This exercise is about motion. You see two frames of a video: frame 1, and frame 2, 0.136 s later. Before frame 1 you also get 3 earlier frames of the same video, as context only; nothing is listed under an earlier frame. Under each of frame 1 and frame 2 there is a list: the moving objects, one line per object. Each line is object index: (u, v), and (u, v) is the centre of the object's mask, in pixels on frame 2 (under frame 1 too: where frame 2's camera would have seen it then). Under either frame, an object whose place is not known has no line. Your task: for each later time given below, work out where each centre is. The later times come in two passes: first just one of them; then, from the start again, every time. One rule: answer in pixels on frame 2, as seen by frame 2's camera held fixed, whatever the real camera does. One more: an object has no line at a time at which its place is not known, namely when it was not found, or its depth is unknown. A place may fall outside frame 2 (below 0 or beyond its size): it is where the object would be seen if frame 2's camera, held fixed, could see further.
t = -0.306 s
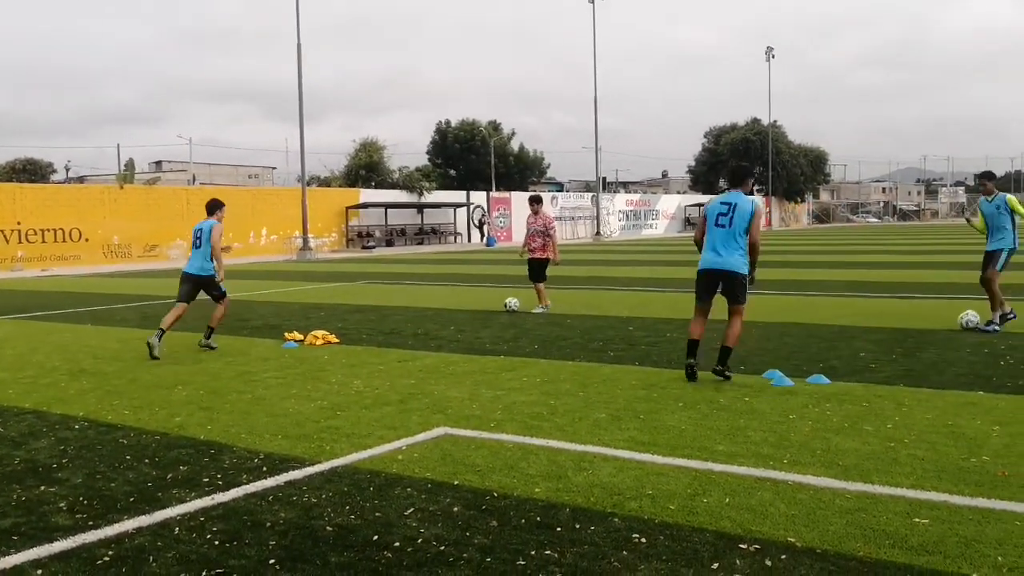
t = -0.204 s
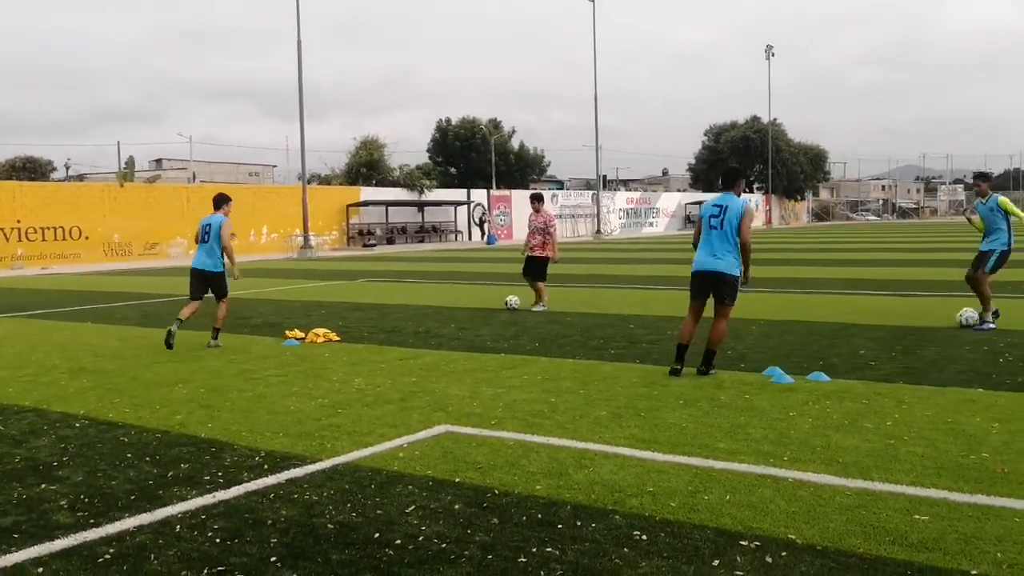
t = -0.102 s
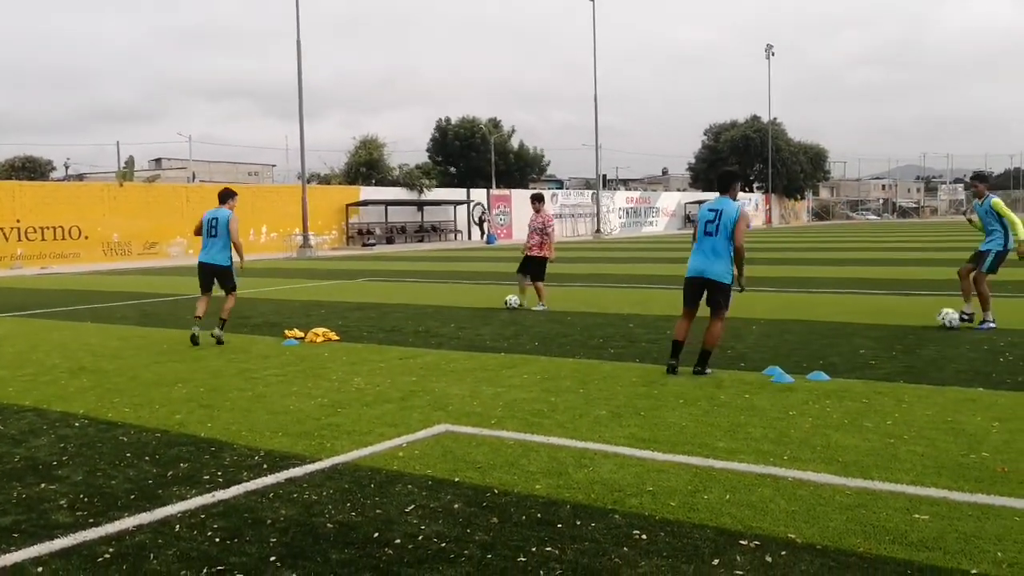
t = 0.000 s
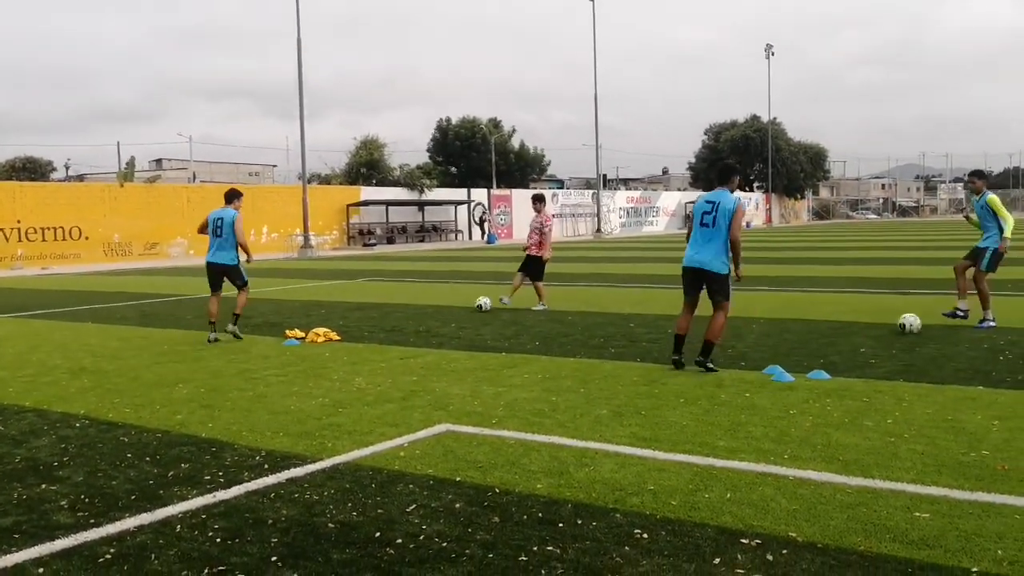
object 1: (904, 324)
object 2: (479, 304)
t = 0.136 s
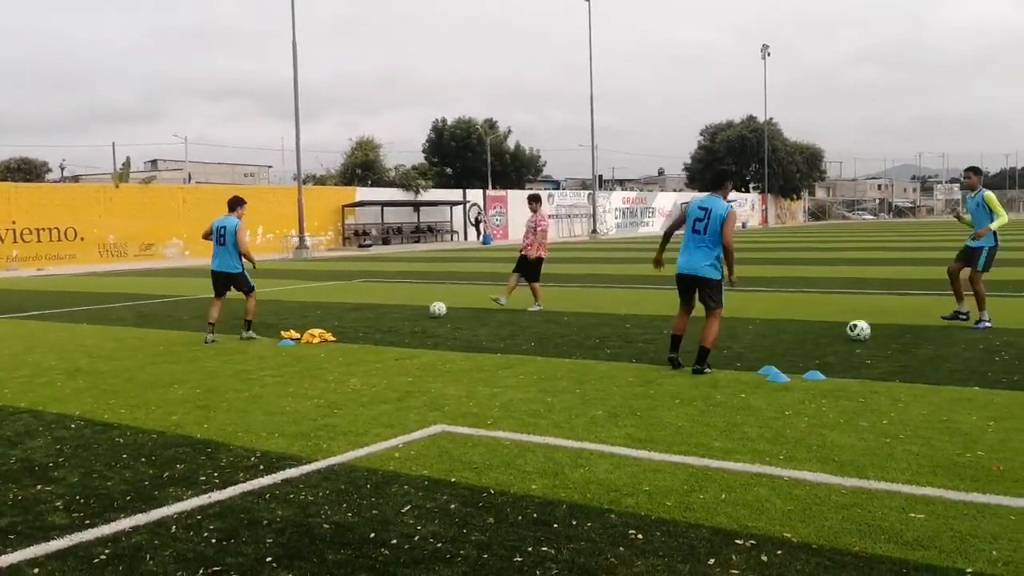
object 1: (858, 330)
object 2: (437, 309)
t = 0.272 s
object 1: (816, 336)
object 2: (402, 314)
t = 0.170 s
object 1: (847, 331)
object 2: (428, 311)
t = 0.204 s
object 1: (837, 332)
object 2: (419, 312)
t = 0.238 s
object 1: (827, 333)
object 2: (411, 313)
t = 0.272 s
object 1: (816, 336)
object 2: (402, 314)
